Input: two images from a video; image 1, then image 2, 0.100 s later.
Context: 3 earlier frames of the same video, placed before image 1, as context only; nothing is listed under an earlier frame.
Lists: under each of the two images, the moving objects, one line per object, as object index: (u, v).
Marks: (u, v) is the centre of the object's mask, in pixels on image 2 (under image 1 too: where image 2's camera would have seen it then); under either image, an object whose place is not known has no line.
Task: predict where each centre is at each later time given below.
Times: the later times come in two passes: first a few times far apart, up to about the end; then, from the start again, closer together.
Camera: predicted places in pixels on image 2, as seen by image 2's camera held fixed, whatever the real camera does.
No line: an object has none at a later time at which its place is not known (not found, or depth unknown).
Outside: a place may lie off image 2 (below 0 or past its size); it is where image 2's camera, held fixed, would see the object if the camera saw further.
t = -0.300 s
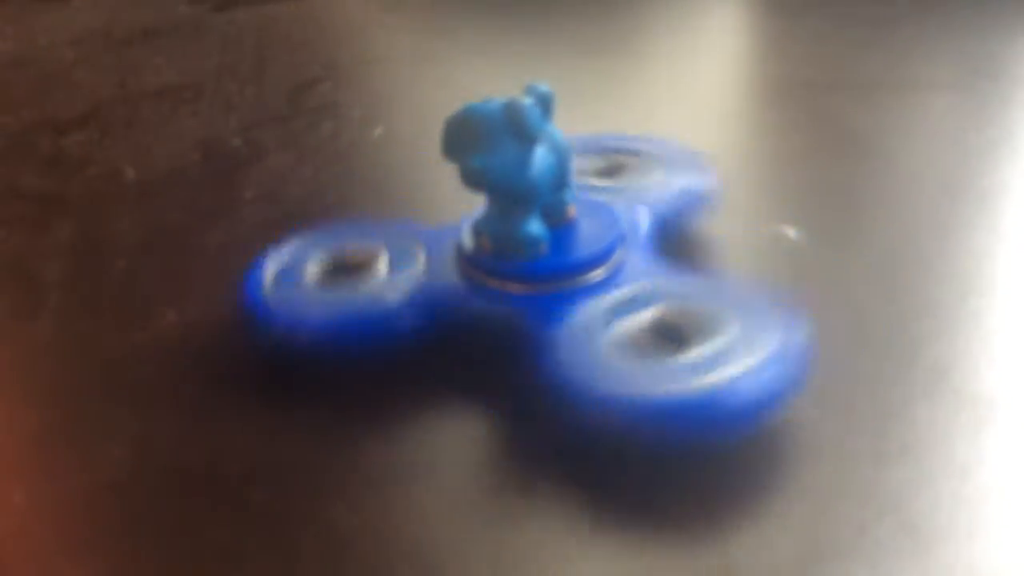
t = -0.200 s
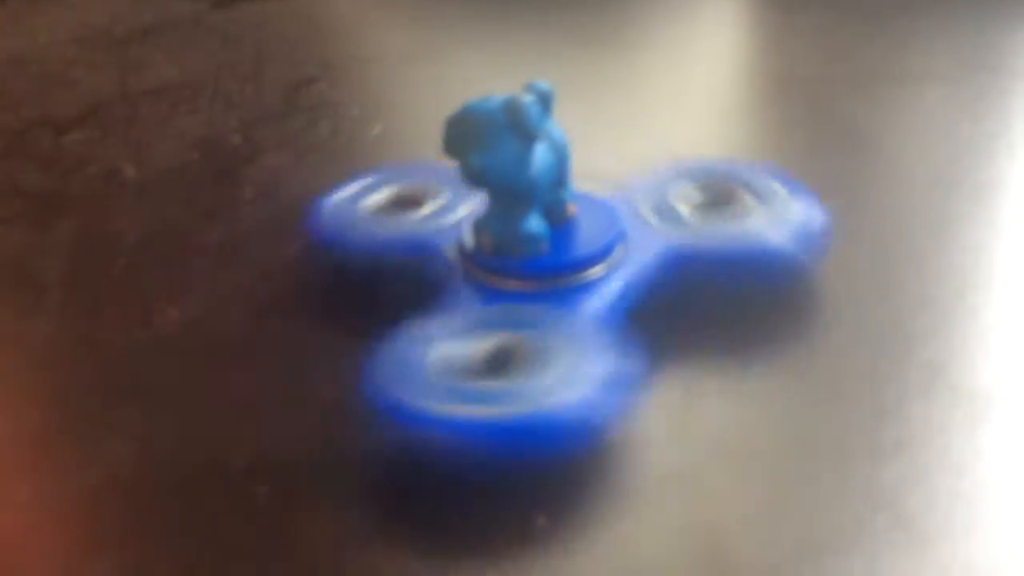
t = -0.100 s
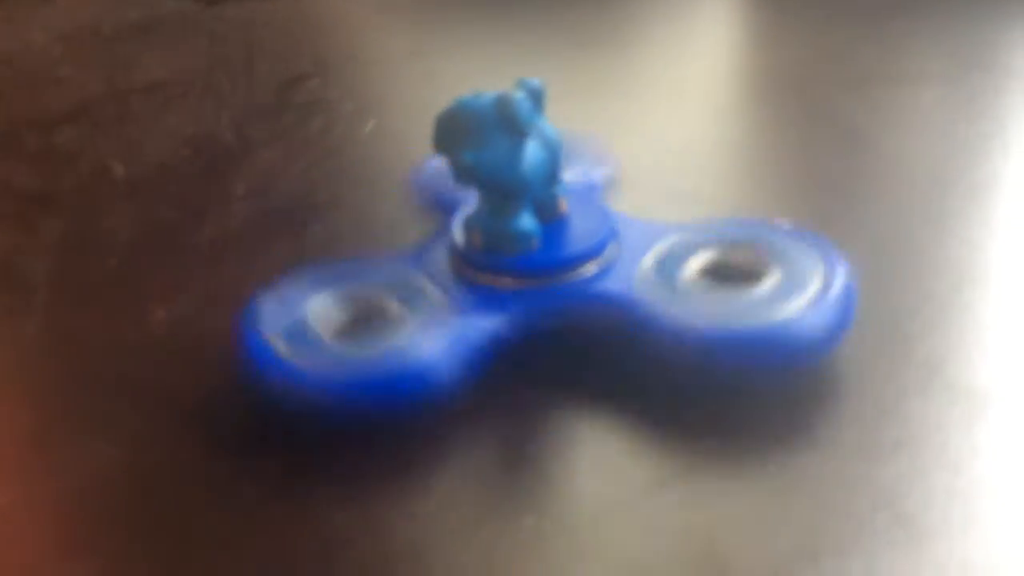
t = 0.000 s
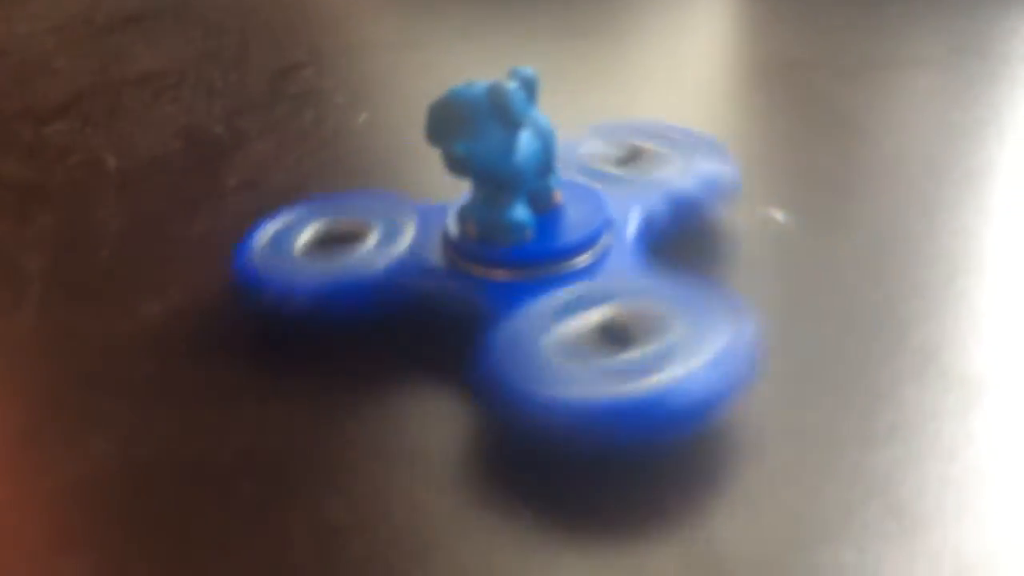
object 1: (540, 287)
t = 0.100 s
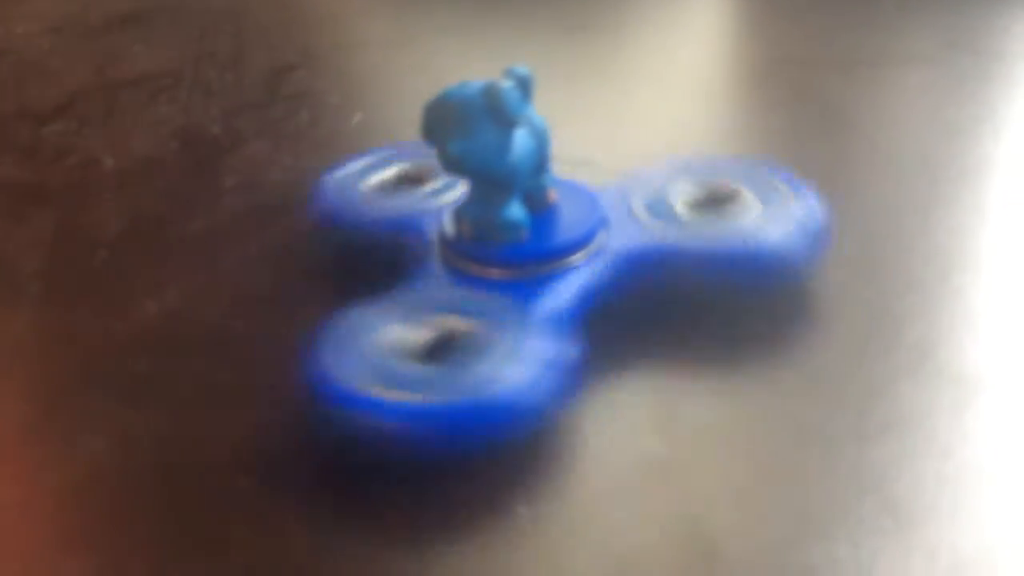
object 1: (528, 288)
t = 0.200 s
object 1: (544, 288)
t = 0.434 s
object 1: (528, 288)
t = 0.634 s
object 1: (529, 286)
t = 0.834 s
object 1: (541, 286)
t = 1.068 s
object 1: (538, 285)
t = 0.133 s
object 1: (530, 288)
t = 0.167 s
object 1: (535, 287)
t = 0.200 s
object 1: (544, 288)
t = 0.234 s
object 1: (545, 289)
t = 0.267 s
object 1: (544, 290)
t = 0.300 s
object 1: (537, 287)
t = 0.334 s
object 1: (527, 286)
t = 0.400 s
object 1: (526, 288)
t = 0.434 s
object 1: (528, 288)
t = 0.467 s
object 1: (537, 288)
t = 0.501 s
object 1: (538, 284)
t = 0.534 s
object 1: (538, 290)
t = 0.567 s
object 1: (537, 287)
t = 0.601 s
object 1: (535, 285)
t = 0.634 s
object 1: (529, 286)
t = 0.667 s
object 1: (529, 285)
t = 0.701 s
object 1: (526, 288)
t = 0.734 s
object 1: (533, 292)
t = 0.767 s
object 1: (540, 286)
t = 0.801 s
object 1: (543, 285)
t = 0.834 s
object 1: (541, 286)
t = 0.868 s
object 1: (538, 289)
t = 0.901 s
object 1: (537, 286)
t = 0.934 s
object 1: (531, 286)
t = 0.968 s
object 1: (531, 286)
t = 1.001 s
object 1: (528, 288)
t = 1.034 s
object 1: (535, 290)
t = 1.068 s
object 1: (538, 285)
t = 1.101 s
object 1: (545, 286)
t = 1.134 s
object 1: (544, 286)
